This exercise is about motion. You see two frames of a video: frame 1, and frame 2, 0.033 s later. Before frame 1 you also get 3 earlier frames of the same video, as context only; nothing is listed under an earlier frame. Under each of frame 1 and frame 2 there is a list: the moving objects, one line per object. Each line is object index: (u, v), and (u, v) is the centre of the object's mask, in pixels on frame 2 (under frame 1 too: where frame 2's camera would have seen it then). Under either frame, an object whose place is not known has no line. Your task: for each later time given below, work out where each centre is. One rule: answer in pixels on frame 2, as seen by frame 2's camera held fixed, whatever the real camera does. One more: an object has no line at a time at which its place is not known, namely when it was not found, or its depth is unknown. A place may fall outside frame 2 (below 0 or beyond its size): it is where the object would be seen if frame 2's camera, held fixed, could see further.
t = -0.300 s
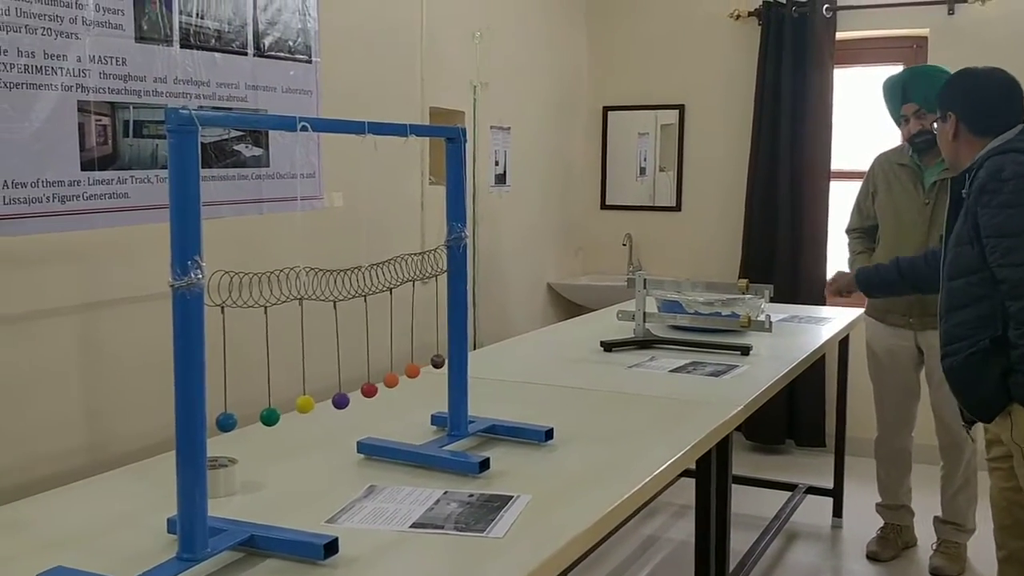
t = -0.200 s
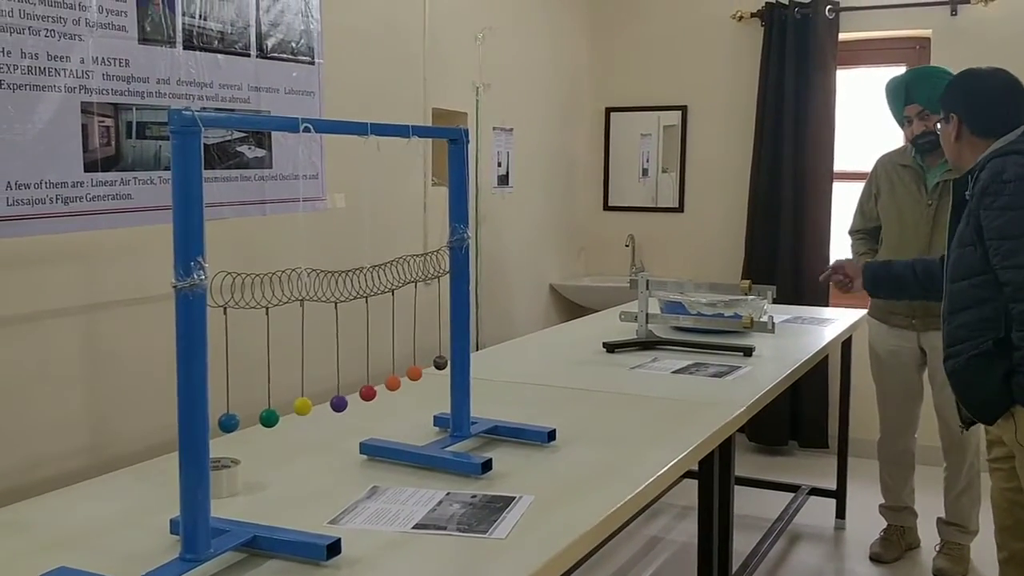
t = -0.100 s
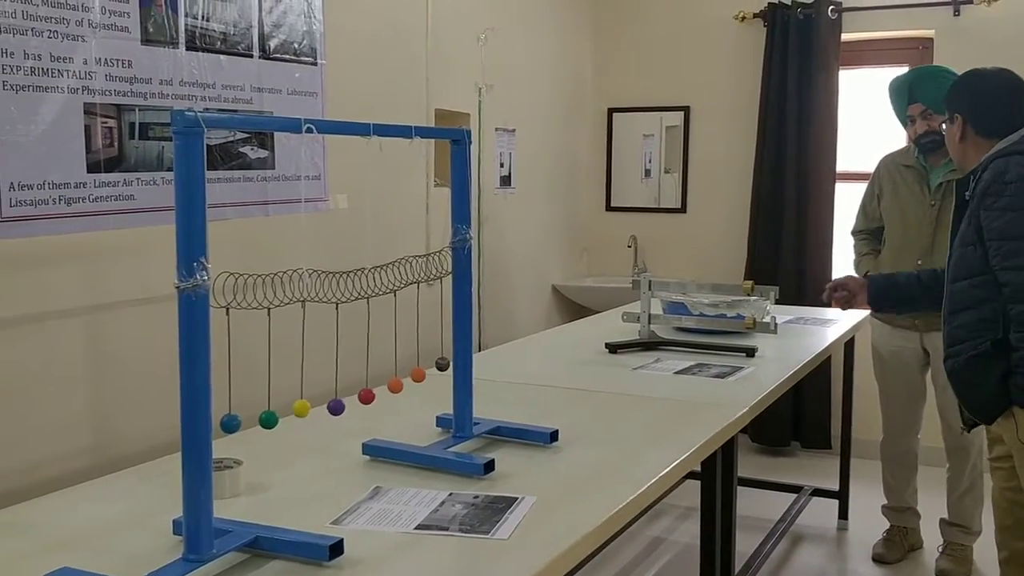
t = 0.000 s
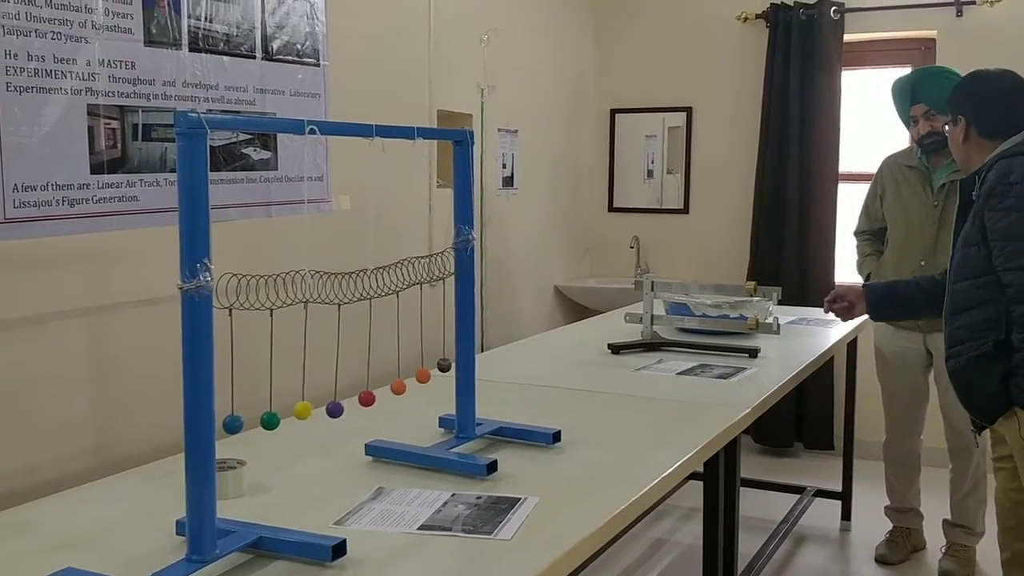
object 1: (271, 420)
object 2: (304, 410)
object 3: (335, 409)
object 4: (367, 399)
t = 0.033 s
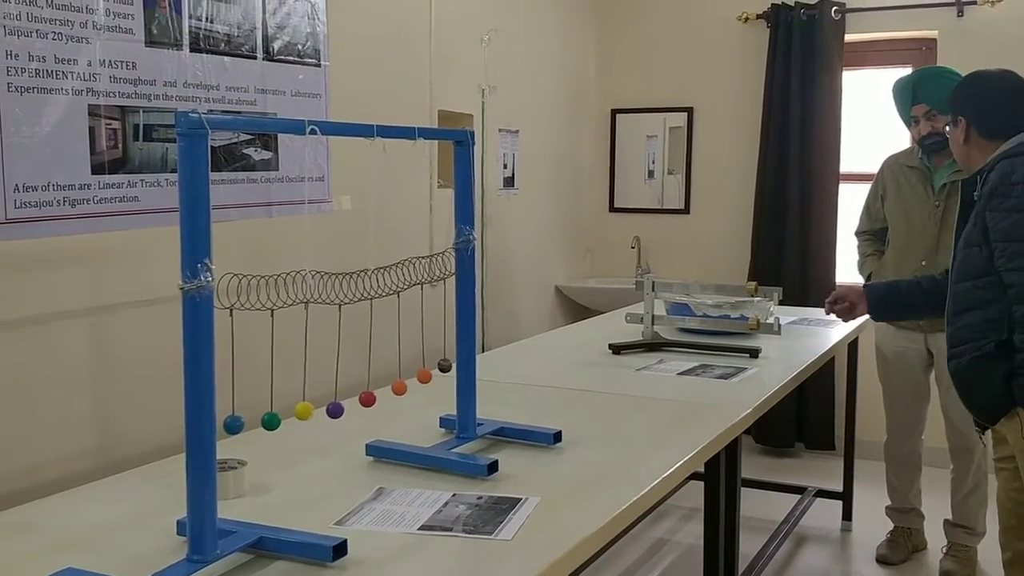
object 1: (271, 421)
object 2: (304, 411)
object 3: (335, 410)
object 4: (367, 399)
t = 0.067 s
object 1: (271, 421)
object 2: (304, 411)
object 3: (334, 410)
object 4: (367, 399)
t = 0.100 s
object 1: (271, 421)
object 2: (305, 411)
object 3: (334, 410)
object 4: (368, 399)
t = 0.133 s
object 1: (272, 421)
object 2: (306, 411)
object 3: (335, 410)
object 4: (368, 399)
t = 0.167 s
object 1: (273, 421)
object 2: (307, 411)
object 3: (336, 410)
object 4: (369, 399)
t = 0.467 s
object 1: (280, 419)
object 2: (316, 407)
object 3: (351, 404)
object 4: (380, 393)
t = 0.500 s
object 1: (280, 419)
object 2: (317, 406)
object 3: (352, 403)
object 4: (380, 392)
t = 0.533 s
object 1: (280, 419)
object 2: (316, 406)
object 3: (352, 402)
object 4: (380, 391)
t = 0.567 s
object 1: (280, 418)
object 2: (316, 406)
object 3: (352, 402)
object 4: (380, 391)
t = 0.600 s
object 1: (279, 418)
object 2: (315, 405)
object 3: (351, 402)
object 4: (379, 391)
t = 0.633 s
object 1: (278, 418)
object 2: (314, 405)
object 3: (350, 402)
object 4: (378, 391)
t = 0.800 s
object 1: (272, 419)
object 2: (307, 407)
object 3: (340, 406)
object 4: (371, 395)
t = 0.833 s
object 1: (271, 419)
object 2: (306, 408)
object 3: (338, 406)
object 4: (370, 396)
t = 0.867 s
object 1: (271, 420)
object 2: (305, 408)
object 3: (336, 407)
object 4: (368, 397)
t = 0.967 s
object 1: (270, 421)
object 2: (303, 410)
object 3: (333, 409)
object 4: (367, 398)
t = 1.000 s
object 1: (270, 421)
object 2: (303, 411)
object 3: (333, 410)
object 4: (366, 399)
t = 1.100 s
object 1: (272, 422)
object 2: (305, 412)
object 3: (335, 410)
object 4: (368, 399)
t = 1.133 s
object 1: (273, 422)
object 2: (307, 411)
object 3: (337, 410)
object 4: (369, 398)
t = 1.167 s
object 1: (275, 422)
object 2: (308, 411)
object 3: (339, 410)
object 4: (371, 398)
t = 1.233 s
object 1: (276, 421)
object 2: (310, 411)
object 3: (343, 409)
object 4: (373, 397)
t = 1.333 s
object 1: (279, 420)
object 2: (314, 410)
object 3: (349, 407)
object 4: (377, 395)
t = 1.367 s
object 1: (279, 420)
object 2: (315, 409)
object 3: (351, 406)
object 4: (378, 395)
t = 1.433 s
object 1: (279, 419)
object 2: (316, 407)
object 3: (352, 404)
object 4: (380, 393)
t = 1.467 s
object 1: (279, 419)
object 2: (316, 406)
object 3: (352, 403)
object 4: (380, 393)
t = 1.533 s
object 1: (278, 418)
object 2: (315, 406)
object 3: (350, 402)
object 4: (379, 392)
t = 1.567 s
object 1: (278, 418)
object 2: (315, 405)
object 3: (350, 403)
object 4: (378, 392)
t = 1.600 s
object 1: (277, 419)
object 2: (314, 405)
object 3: (349, 403)
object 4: (378, 393)
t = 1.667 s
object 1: (274, 419)
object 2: (311, 406)
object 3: (344, 404)
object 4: (375, 394)
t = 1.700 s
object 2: (309, 407)
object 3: (342, 406)
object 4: (373, 395)
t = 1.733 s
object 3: (339, 407)
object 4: (372, 396)
